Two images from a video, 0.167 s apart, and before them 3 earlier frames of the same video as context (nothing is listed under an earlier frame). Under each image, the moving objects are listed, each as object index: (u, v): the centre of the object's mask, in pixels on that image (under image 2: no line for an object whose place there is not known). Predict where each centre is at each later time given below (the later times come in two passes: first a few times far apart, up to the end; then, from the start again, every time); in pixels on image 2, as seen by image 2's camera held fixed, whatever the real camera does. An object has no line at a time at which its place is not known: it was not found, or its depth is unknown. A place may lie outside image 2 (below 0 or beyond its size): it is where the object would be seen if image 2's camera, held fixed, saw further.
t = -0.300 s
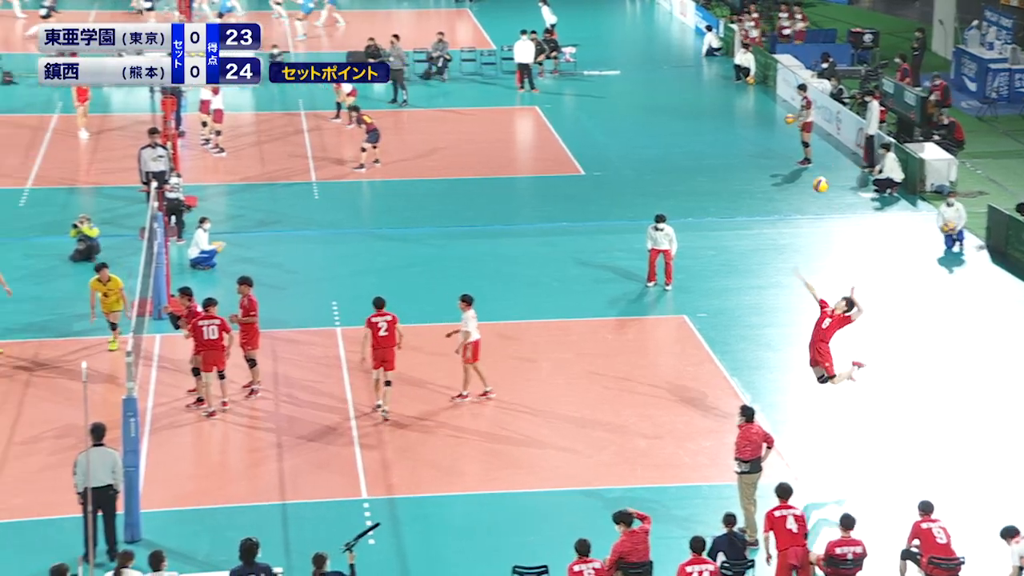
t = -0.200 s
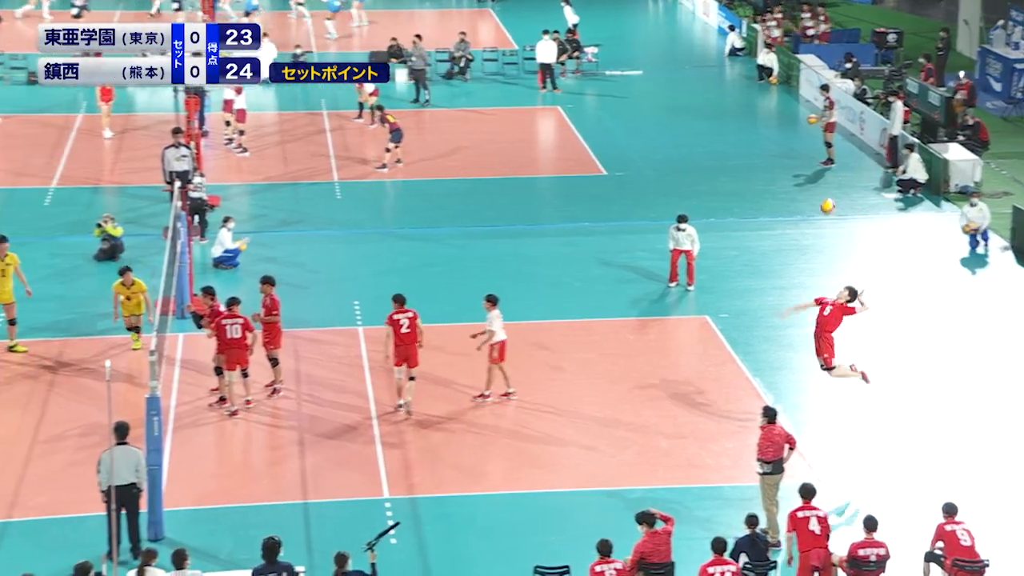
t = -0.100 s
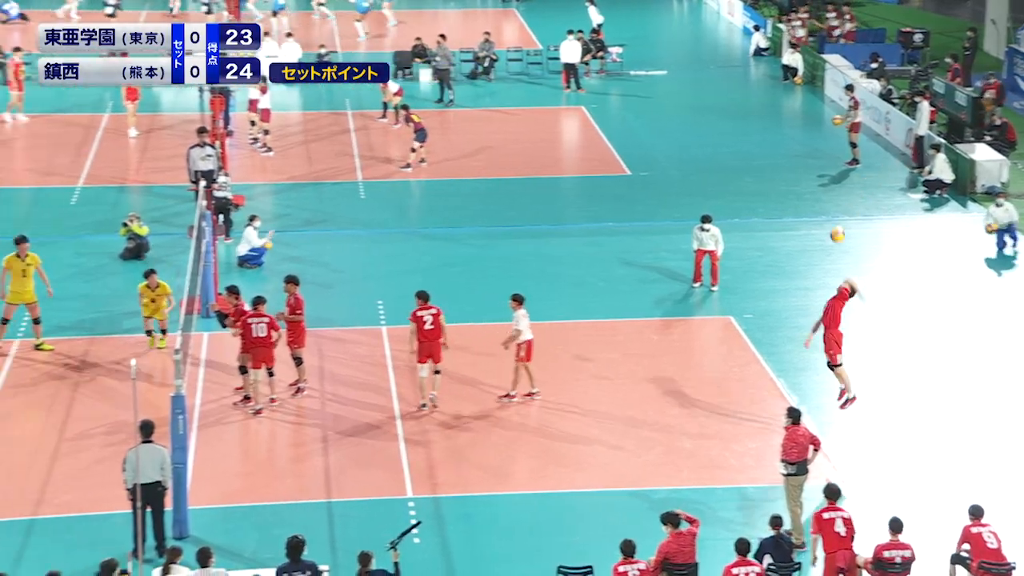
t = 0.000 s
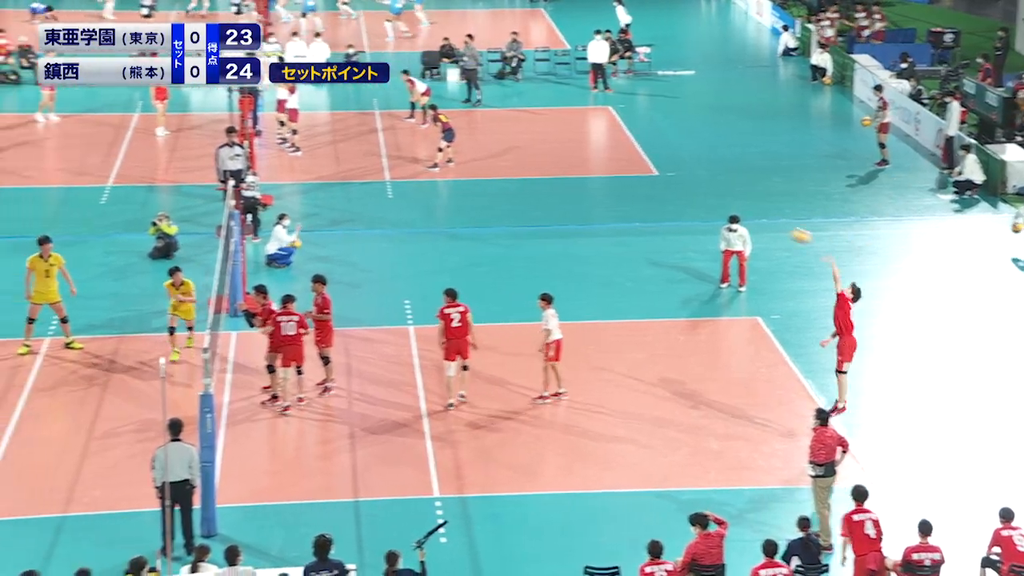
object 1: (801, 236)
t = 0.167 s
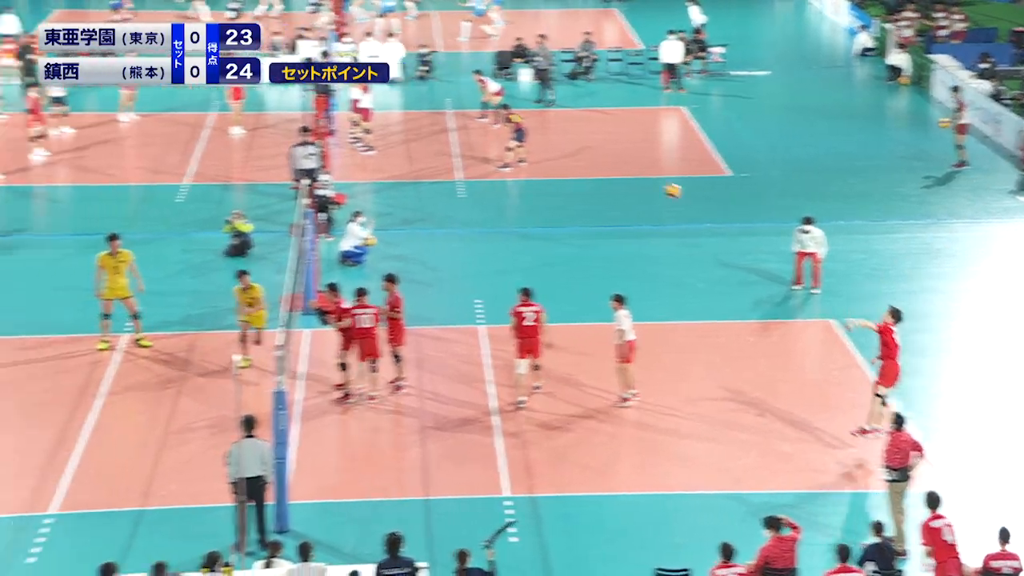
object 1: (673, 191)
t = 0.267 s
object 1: (559, 175)
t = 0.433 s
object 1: (380, 171)
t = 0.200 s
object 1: (634, 185)
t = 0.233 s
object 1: (597, 180)
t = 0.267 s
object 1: (559, 175)
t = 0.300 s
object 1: (522, 172)
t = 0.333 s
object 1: (486, 171)
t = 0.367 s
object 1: (450, 170)
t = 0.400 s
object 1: (415, 170)
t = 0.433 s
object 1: (380, 171)
